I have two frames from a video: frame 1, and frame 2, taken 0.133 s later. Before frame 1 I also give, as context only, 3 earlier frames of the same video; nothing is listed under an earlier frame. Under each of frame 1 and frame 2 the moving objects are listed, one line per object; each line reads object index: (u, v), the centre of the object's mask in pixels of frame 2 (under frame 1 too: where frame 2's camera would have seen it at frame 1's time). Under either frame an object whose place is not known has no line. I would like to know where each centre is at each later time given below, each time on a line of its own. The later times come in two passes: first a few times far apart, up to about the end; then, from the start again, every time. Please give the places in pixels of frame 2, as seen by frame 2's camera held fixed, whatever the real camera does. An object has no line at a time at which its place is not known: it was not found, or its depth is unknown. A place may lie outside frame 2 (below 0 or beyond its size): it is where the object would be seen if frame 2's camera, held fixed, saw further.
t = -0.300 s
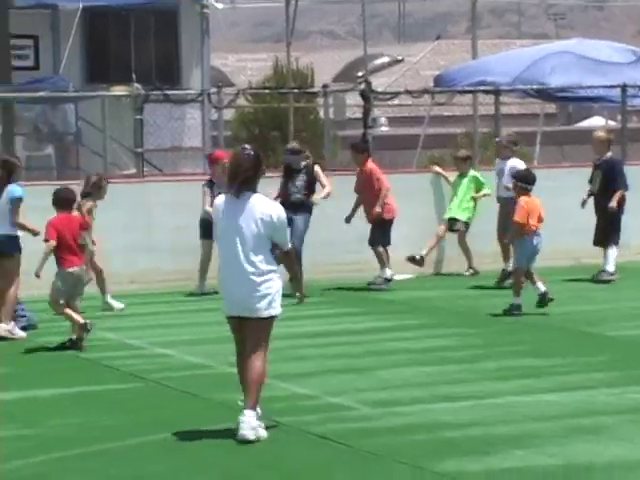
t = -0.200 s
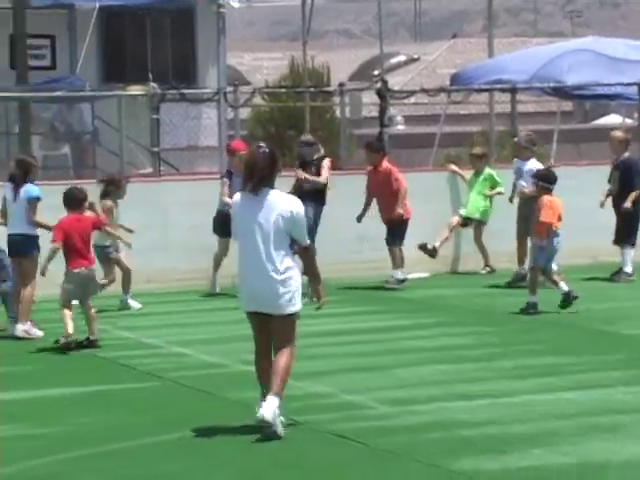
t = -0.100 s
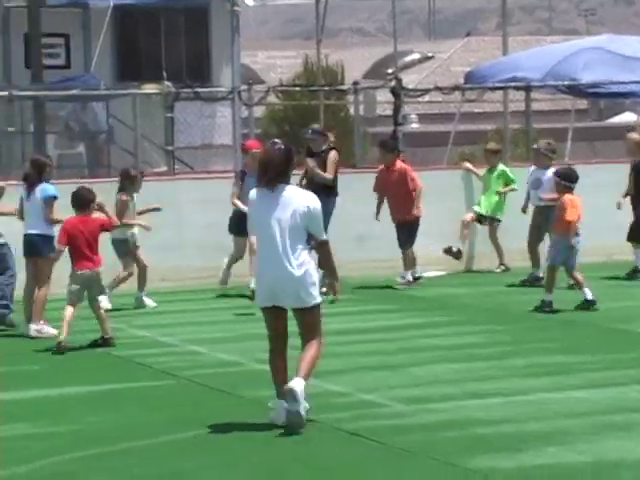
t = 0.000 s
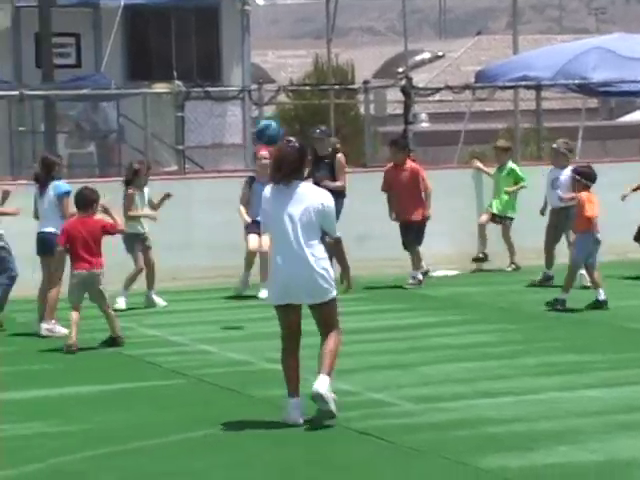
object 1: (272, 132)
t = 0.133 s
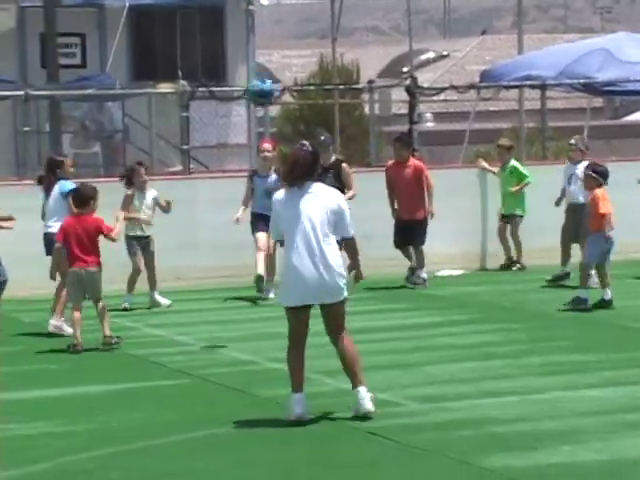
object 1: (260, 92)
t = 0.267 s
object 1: (253, 73)
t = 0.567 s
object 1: (254, 145)
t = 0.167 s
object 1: (257, 85)
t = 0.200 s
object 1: (255, 78)
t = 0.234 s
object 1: (253, 75)
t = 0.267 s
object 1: (253, 73)
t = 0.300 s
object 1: (252, 72)
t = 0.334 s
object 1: (251, 72)
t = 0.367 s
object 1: (249, 77)
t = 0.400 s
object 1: (250, 80)
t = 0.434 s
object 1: (249, 88)
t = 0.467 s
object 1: (249, 99)
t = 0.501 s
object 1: (251, 111)
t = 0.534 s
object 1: (253, 126)
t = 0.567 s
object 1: (254, 145)
